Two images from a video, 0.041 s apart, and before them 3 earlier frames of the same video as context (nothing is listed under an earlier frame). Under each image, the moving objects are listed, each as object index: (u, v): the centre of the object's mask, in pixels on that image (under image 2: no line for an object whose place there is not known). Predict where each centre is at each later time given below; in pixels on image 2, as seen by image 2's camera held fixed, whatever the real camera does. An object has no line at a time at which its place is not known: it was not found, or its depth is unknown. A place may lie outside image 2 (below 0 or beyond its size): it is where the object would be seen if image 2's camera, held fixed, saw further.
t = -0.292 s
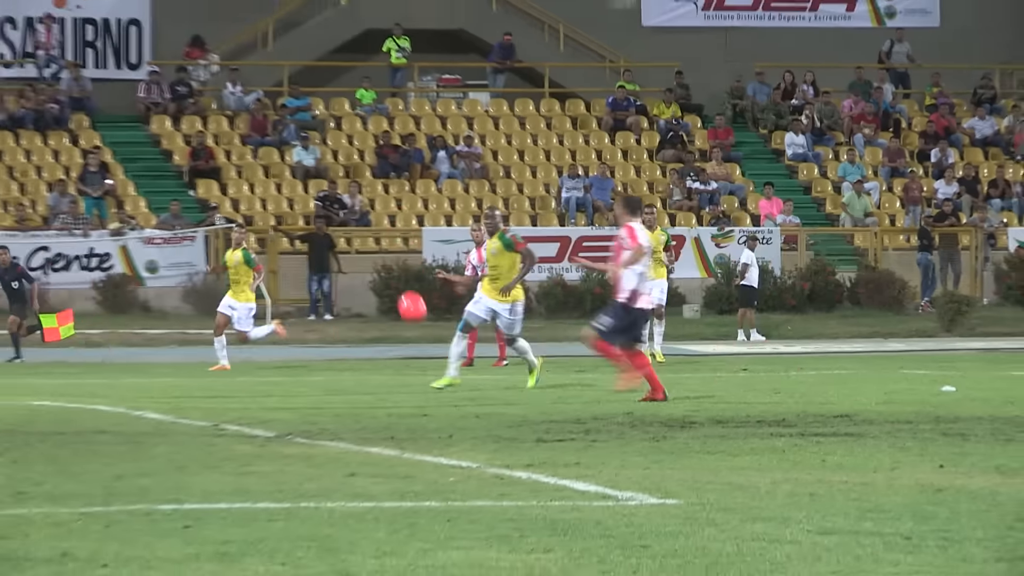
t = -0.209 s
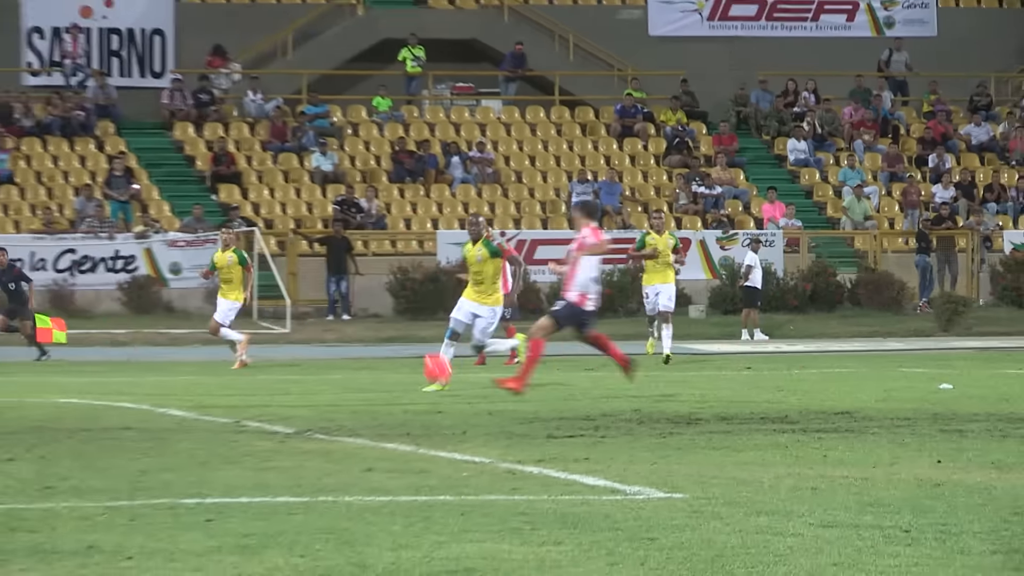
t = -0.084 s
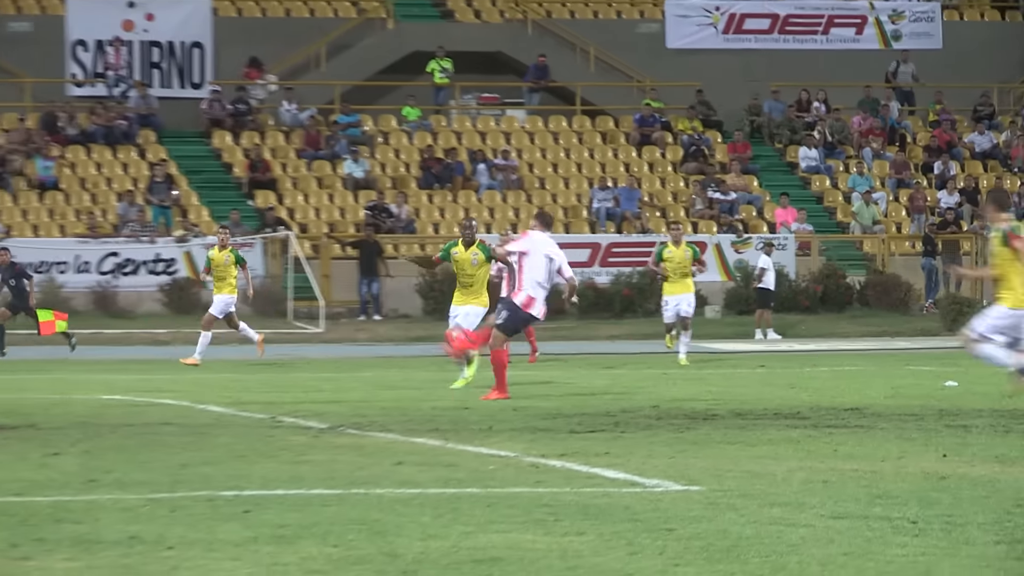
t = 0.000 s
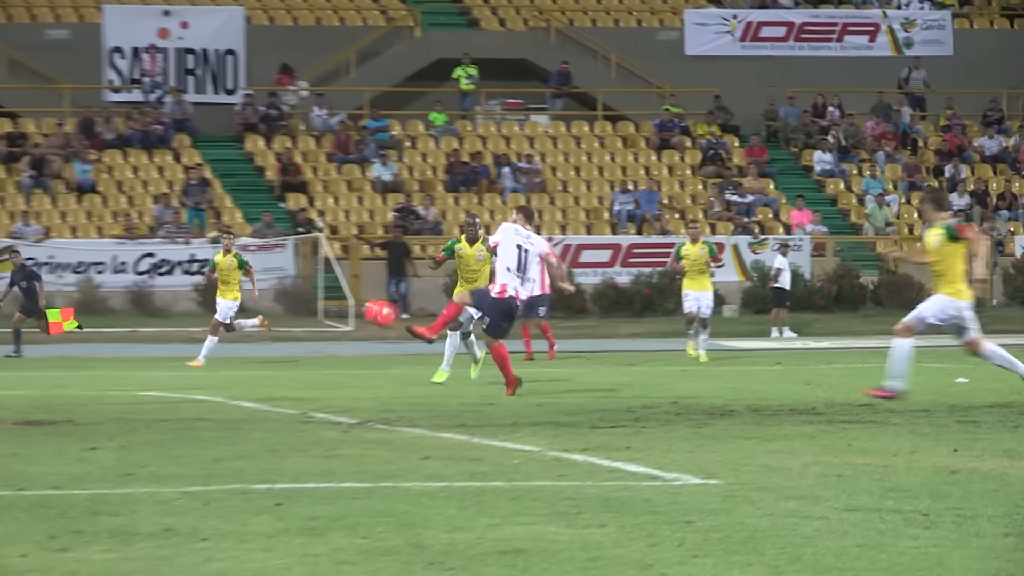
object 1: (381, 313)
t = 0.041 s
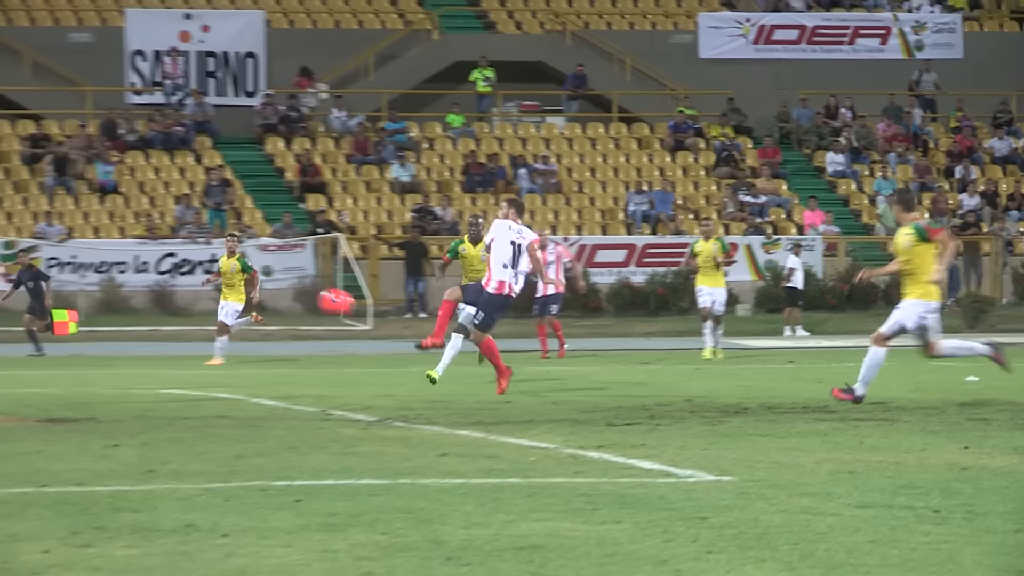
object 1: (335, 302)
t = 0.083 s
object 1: (295, 295)
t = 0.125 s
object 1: (236, 292)
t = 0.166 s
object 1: (193, 290)
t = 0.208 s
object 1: (133, 293)
